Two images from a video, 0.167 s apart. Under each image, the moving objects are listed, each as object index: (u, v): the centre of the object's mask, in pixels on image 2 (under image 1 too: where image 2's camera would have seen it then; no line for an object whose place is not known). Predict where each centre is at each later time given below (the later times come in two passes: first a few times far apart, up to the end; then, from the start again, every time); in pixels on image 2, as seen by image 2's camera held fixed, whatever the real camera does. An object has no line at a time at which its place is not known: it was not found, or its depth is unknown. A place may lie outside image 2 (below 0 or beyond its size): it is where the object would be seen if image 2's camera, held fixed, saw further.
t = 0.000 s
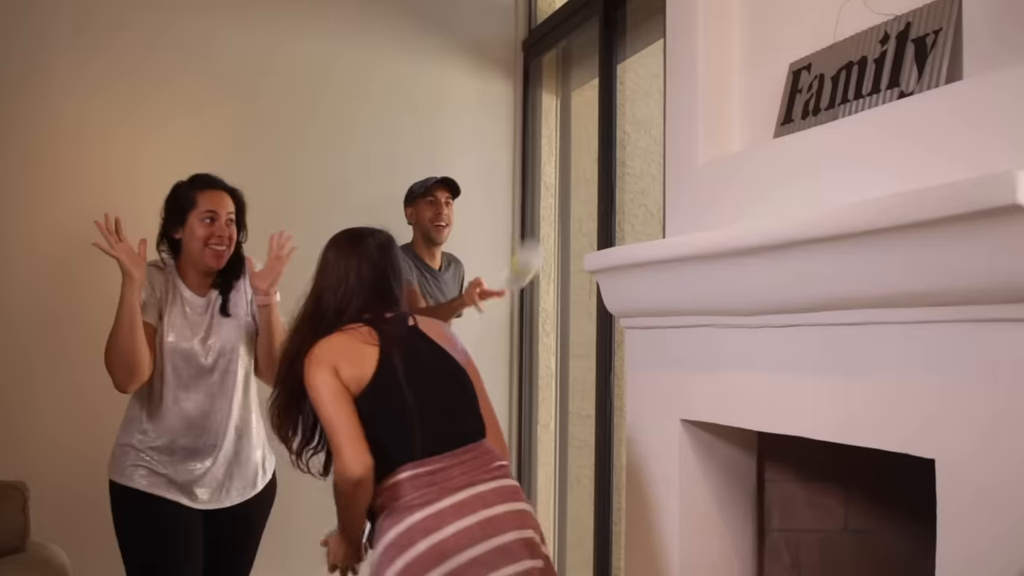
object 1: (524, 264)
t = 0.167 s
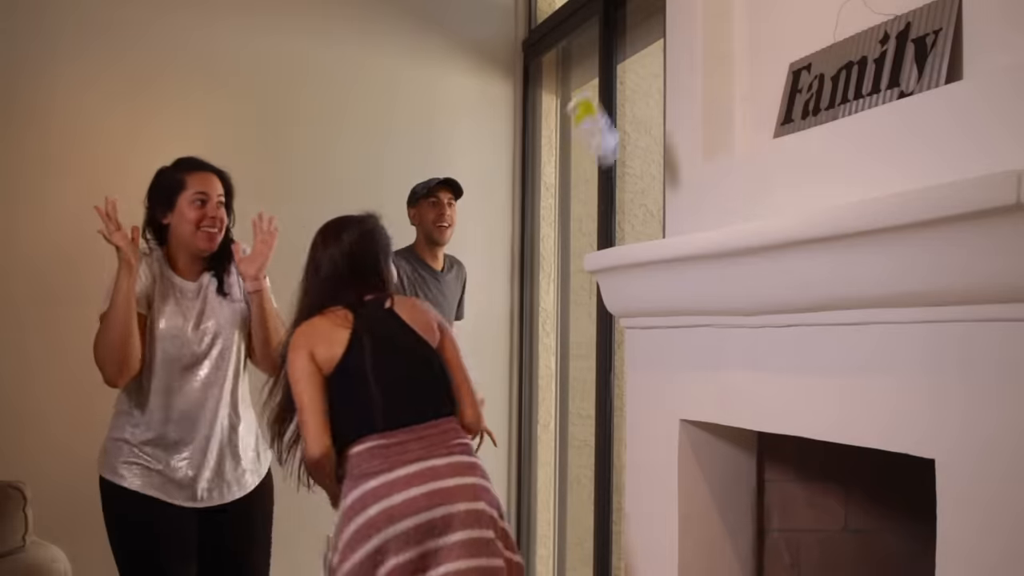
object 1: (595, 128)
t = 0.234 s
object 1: (622, 94)
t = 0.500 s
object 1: (788, 157)
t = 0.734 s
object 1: (898, 182)
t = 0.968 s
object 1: (948, 169)
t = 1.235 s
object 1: (943, 163)
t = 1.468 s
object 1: (925, 164)
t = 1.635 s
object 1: (890, 265)
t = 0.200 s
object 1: (608, 109)
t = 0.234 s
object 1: (622, 94)
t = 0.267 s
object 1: (635, 83)
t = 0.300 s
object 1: (655, 79)
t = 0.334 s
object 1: (673, 77)
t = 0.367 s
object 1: (692, 82)
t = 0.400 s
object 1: (711, 89)
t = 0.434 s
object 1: (731, 103)
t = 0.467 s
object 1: (751, 123)
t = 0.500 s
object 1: (788, 157)
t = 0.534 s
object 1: (809, 175)
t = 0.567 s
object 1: (829, 176)
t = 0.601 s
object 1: (845, 183)
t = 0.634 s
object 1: (854, 184)
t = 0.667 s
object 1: (870, 187)
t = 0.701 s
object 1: (883, 185)
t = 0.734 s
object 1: (898, 182)
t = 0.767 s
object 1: (910, 180)
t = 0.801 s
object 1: (920, 177)
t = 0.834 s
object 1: (930, 175)
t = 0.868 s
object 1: (936, 173)
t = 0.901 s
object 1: (942, 171)
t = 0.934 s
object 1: (944, 170)
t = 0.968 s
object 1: (948, 169)
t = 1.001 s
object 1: (949, 168)
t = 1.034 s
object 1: (950, 167)
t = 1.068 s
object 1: (950, 166)
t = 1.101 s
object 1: (949, 165)
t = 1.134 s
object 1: (947, 164)
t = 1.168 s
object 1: (946, 164)
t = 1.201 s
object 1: (945, 163)
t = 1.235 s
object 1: (943, 163)
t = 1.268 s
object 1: (943, 162)
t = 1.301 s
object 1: (941, 162)
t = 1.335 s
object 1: (940, 161)
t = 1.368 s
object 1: (938, 160)
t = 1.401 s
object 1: (936, 160)
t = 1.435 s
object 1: (931, 161)
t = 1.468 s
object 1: (925, 164)
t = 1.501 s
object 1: (920, 171)
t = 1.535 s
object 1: (916, 178)
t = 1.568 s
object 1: (912, 197)
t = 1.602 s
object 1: (900, 223)
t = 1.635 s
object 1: (890, 265)
